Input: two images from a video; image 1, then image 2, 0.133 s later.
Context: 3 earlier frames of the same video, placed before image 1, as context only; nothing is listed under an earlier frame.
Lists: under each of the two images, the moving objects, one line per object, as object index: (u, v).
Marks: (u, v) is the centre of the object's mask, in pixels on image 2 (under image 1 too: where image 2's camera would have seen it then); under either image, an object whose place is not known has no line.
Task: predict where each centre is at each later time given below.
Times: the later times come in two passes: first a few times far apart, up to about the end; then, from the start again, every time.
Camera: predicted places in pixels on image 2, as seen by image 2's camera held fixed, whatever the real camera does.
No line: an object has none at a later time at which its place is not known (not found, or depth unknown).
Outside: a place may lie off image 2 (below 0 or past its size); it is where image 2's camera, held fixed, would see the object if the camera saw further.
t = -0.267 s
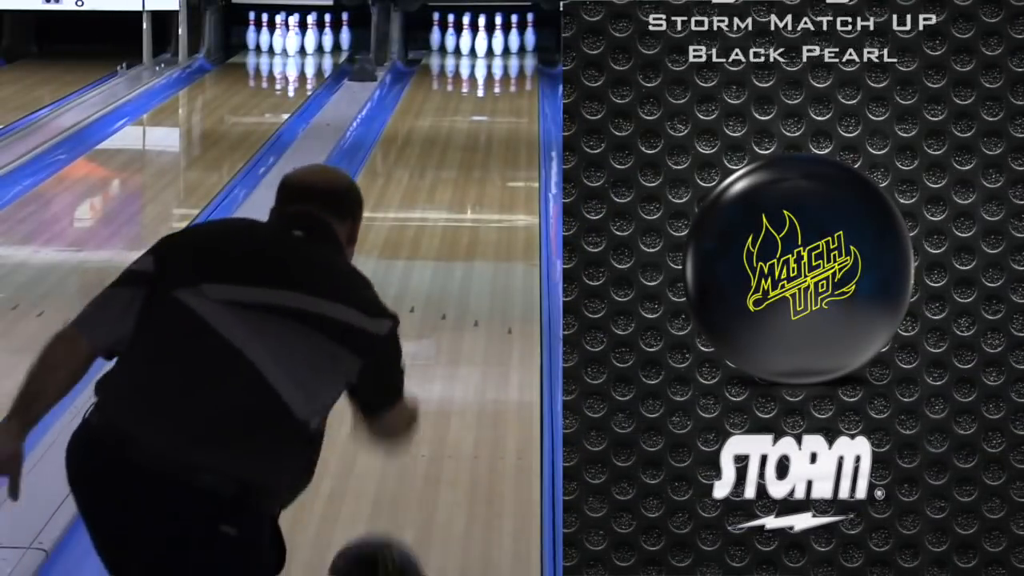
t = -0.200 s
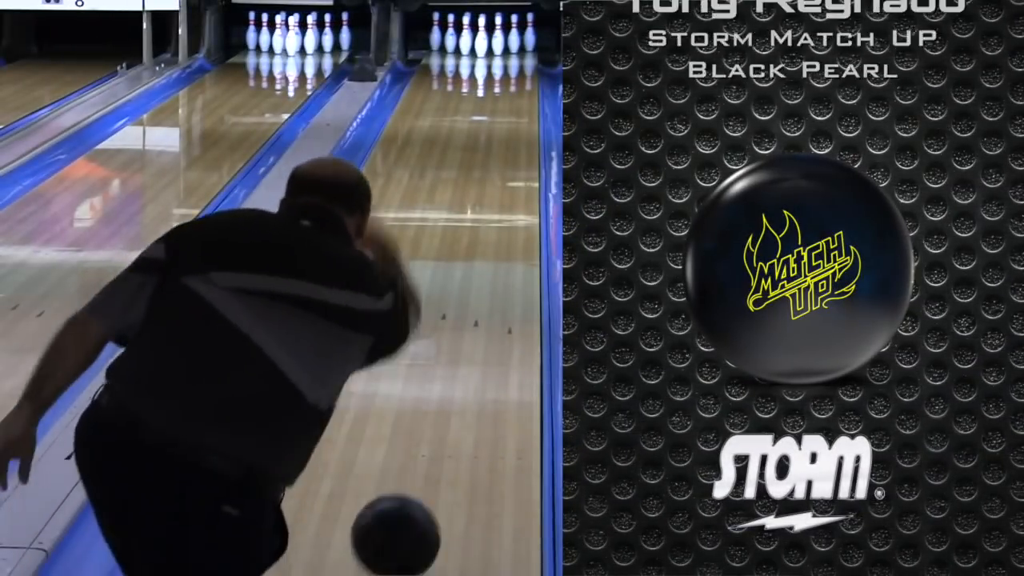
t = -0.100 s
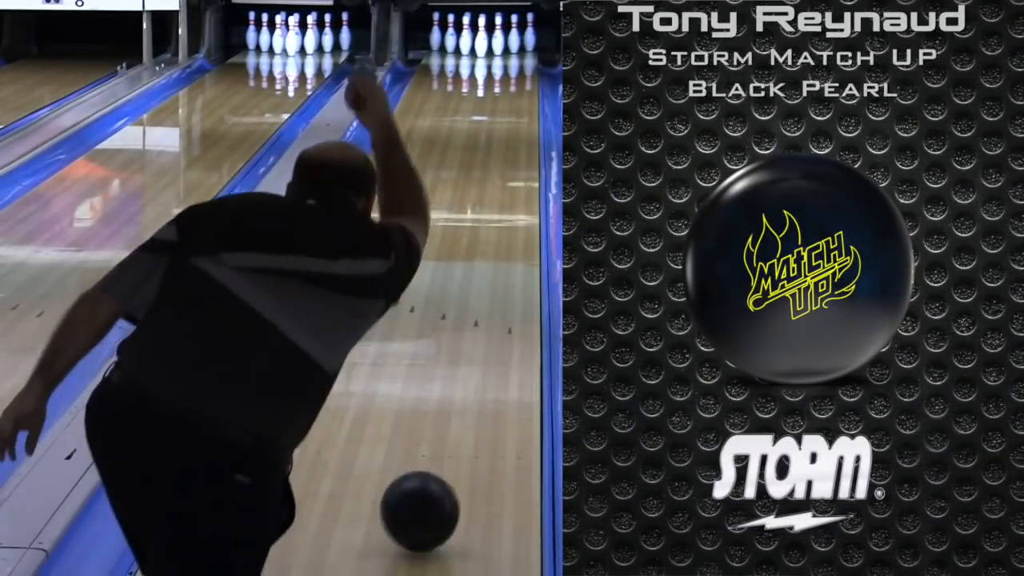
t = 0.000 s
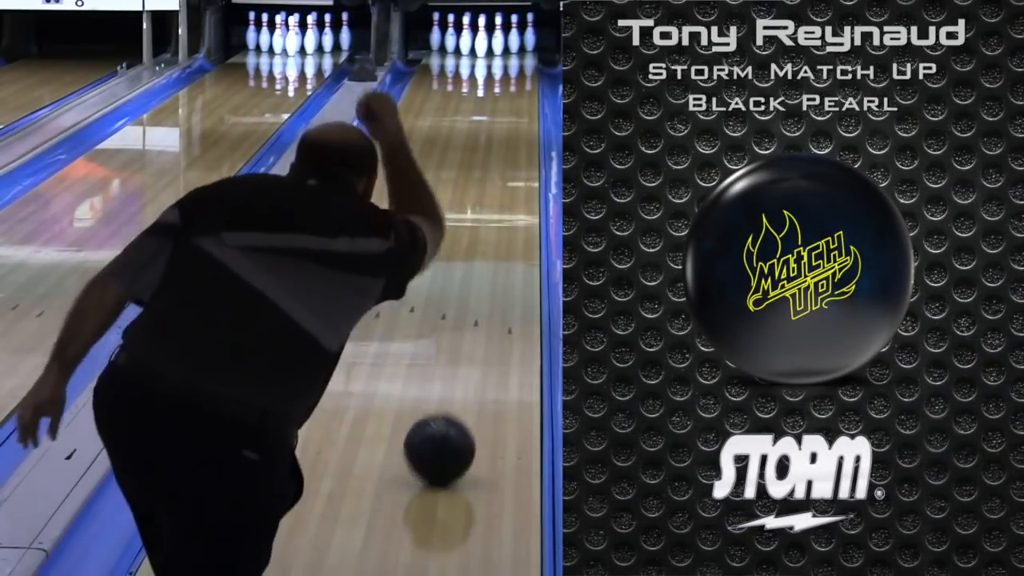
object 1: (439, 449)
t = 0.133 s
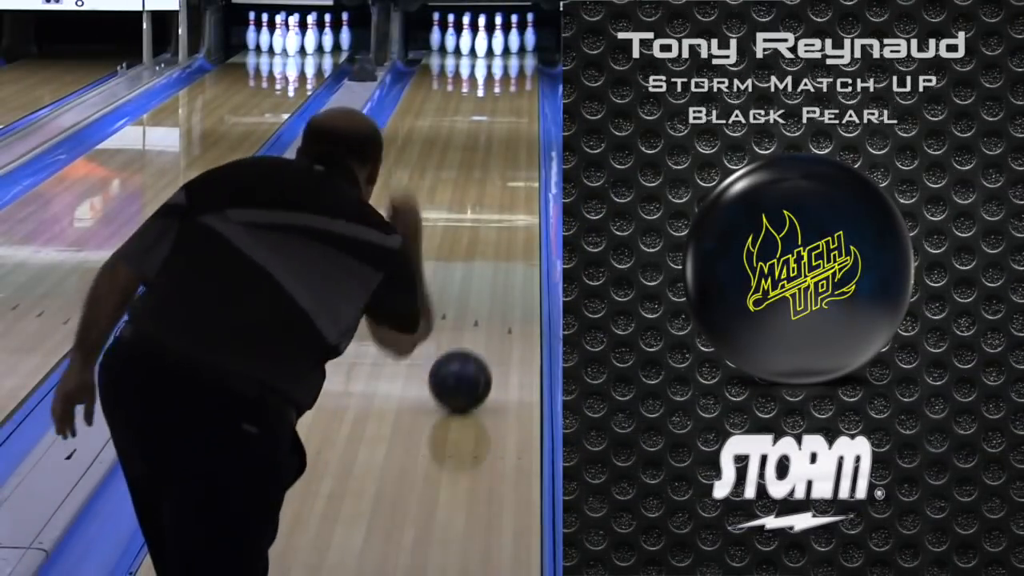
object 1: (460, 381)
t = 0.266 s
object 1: (476, 327)
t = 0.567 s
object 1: (501, 239)
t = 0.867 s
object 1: (515, 179)
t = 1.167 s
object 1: (521, 137)
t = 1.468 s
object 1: (521, 104)
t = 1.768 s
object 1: (517, 80)
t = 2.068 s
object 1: (505, 62)
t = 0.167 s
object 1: (465, 366)
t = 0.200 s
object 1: (468, 352)
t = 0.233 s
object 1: (472, 339)
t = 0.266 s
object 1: (476, 327)
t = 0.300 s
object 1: (480, 315)
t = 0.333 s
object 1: (483, 304)
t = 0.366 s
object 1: (486, 294)
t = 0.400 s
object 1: (489, 283)
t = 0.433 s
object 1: (492, 274)
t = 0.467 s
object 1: (494, 264)
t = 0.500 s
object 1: (497, 255)
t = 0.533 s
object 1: (499, 247)
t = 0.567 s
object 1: (501, 239)
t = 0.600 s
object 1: (503, 231)
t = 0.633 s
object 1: (505, 224)
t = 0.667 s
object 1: (507, 216)
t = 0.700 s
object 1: (508, 210)
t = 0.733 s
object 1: (510, 203)
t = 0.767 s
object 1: (511, 197)
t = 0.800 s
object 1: (512, 191)
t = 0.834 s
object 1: (514, 185)
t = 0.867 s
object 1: (515, 179)
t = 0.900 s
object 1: (516, 174)
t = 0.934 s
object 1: (517, 168)
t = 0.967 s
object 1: (518, 163)
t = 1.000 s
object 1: (518, 158)
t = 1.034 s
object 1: (519, 154)
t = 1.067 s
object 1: (520, 149)
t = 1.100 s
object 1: (520, 145)
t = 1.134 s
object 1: (521, 141)
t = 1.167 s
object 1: (521, 137)
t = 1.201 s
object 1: (522, 132)
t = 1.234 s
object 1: (521, 128)
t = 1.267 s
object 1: (522, 125)
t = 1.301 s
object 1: (522, 121)
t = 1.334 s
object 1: (522, 117)
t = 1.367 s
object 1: (522, 114)
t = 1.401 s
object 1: (522, 111)
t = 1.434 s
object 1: (522, 106)
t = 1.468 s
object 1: (521, 104)
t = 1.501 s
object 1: (521, 101)
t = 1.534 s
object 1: (521, 98)
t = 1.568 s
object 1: (521, 95)
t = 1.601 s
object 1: (520, 92)
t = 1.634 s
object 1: (520, 90)
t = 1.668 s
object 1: (518, 87)
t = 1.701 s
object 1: (518, 85)
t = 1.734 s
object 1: (517, 82)
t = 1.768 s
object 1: (517, 80)
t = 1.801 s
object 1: (516, 78)
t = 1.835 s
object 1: (515, 76)
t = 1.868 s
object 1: (514, 74)
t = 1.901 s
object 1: (512, 71)
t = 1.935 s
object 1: (511, 70)
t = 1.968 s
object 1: (510, 68)
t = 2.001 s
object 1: (508, 66)
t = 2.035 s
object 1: (506, 64)
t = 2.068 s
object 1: (505, 62)
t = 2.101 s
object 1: (503, 60)
